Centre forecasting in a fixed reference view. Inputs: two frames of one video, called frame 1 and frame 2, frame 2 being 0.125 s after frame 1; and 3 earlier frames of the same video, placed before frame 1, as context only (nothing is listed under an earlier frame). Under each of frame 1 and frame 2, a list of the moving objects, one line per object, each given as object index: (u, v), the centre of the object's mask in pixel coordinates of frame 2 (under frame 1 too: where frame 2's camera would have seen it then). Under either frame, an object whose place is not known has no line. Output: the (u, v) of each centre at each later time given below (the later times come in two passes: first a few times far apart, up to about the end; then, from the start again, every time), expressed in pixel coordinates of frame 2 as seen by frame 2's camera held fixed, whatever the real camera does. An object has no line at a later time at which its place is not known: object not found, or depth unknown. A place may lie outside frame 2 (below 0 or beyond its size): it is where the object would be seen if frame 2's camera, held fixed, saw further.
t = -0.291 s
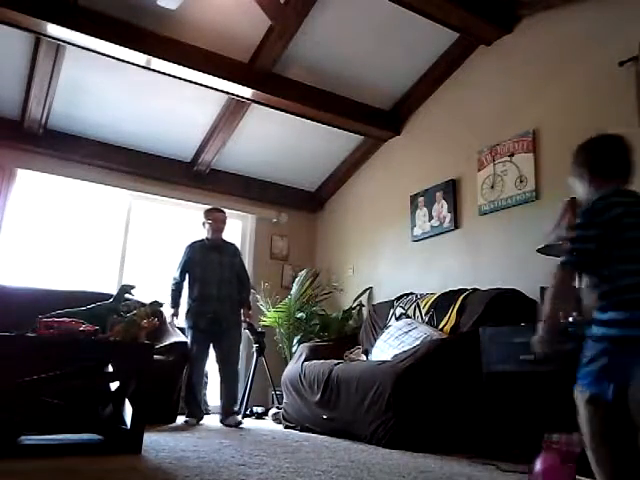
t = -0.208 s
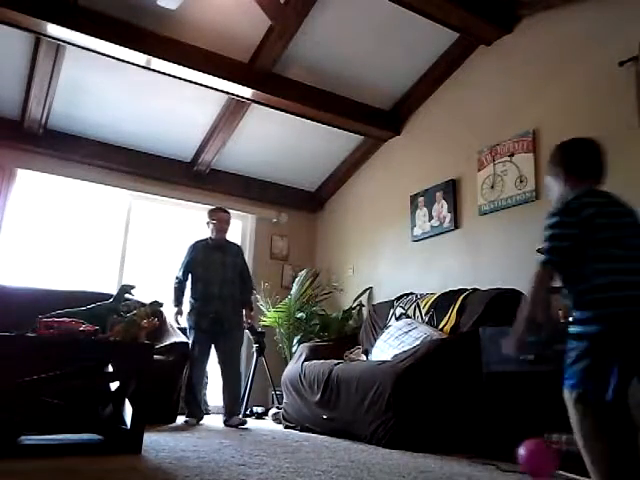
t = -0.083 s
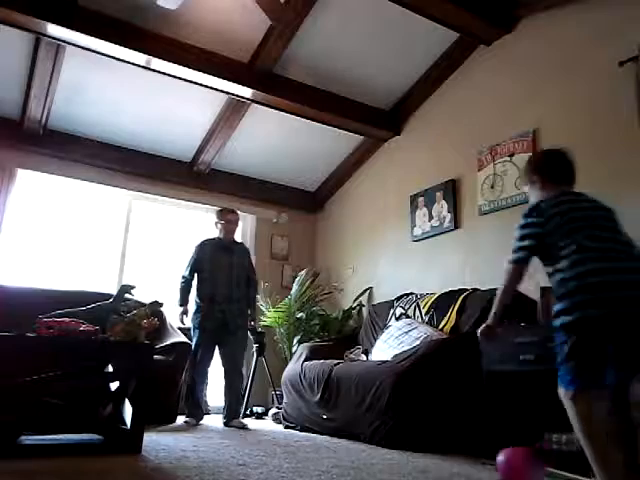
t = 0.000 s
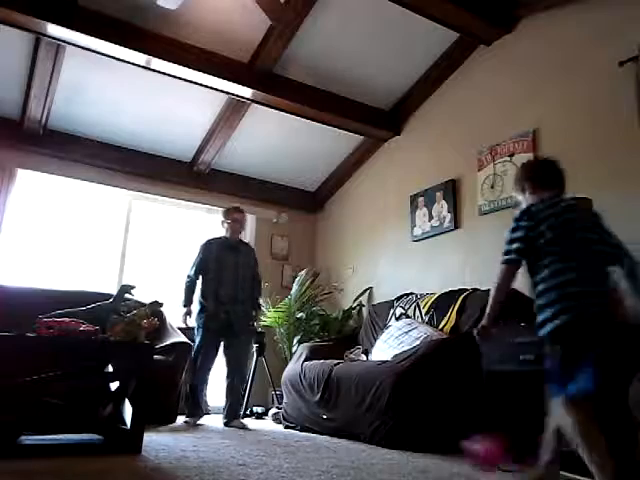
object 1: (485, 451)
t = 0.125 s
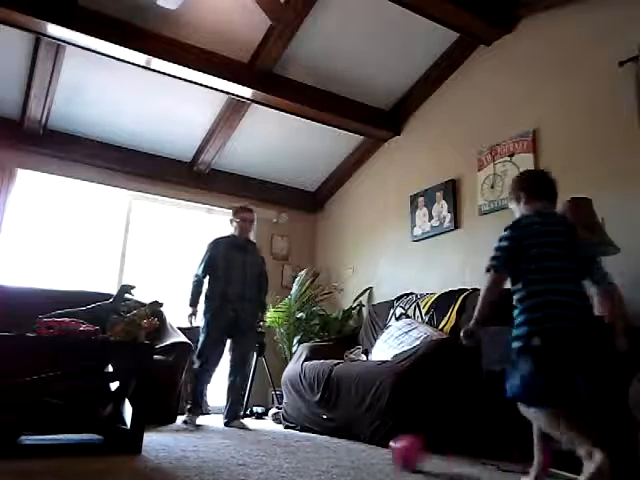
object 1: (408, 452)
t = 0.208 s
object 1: (385, 442)
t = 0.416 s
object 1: (336, 439)
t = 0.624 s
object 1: (294, 437)
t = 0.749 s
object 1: (271, 437)
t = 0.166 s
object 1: (397, 445)
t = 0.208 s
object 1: (385, 442)
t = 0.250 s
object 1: (376, 443)
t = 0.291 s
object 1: (366, 447)
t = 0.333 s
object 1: (355, 443)
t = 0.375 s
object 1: (346, 440)
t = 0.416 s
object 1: (336, 439)
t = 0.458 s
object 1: (327, 443)
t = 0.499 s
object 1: (318, 440)
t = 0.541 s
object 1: (310, 438)
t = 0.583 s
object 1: (302, 439)
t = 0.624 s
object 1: (294, 437)
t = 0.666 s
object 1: (286, 438)
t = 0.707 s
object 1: (279, 438)
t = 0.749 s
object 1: (271, 437)
